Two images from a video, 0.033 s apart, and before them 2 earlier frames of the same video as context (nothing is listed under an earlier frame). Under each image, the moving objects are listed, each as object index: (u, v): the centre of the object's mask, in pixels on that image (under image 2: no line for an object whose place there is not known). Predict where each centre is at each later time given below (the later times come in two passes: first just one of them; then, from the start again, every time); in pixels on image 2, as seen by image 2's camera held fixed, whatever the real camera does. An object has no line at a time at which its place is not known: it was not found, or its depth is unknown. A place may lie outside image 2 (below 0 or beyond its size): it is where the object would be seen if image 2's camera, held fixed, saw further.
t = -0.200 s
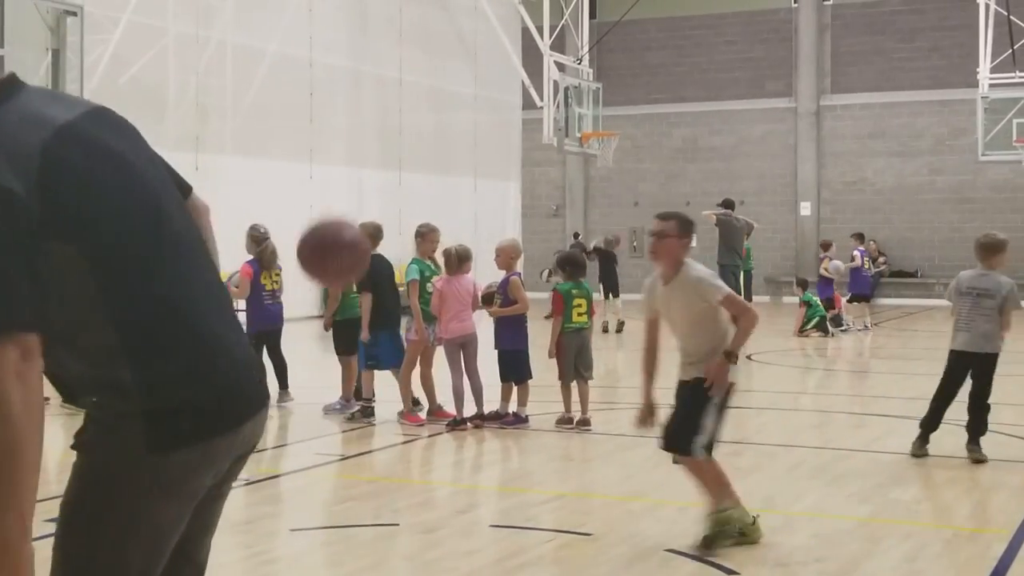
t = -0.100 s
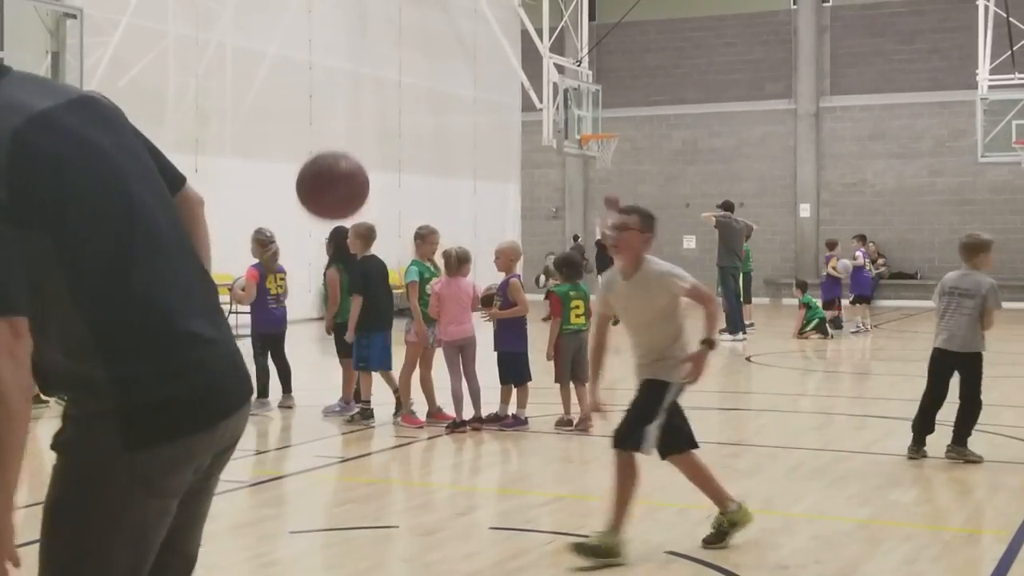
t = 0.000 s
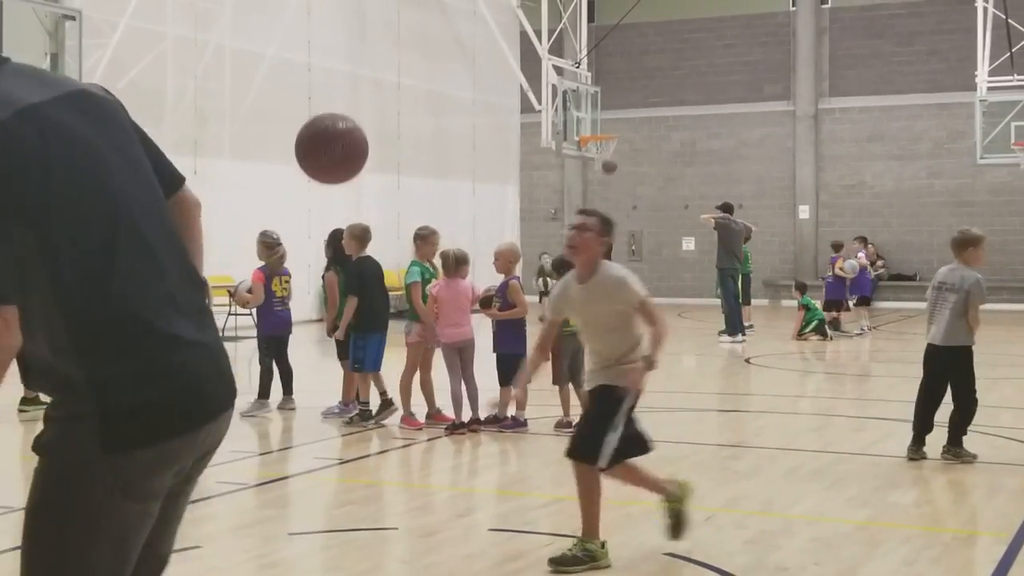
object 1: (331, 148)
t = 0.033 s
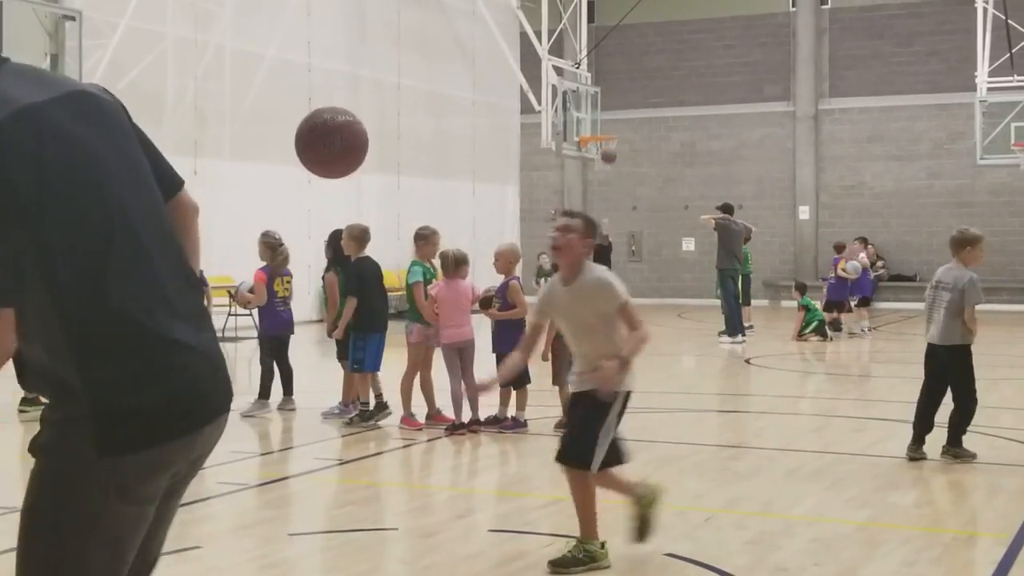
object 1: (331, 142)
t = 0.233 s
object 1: (332, 172)
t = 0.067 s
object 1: (331, 139)
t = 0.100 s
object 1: (332, 139)
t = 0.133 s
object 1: (332, 143)
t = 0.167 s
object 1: (332, 149)
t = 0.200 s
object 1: (332, 158)
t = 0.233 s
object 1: (332, 172)
